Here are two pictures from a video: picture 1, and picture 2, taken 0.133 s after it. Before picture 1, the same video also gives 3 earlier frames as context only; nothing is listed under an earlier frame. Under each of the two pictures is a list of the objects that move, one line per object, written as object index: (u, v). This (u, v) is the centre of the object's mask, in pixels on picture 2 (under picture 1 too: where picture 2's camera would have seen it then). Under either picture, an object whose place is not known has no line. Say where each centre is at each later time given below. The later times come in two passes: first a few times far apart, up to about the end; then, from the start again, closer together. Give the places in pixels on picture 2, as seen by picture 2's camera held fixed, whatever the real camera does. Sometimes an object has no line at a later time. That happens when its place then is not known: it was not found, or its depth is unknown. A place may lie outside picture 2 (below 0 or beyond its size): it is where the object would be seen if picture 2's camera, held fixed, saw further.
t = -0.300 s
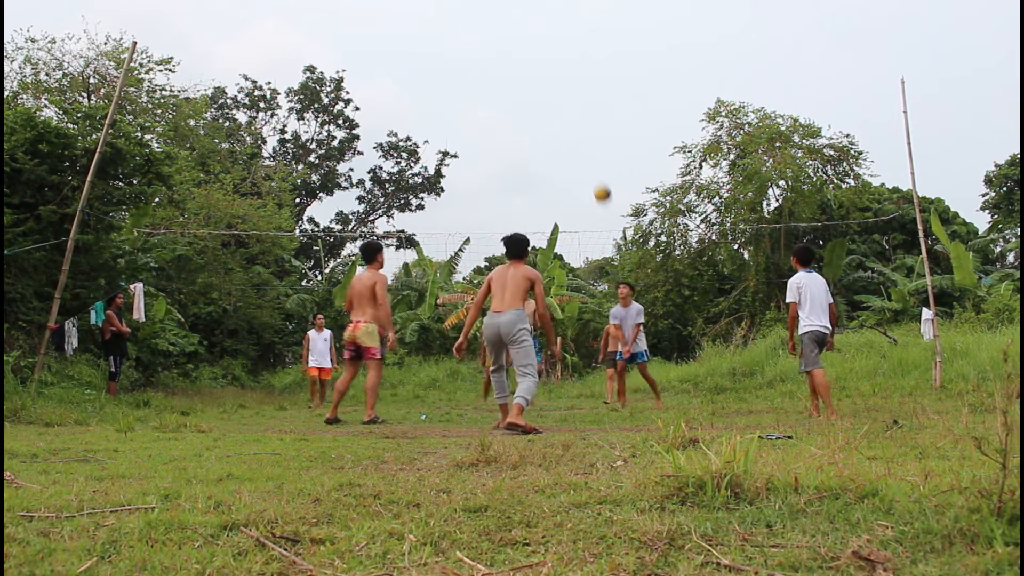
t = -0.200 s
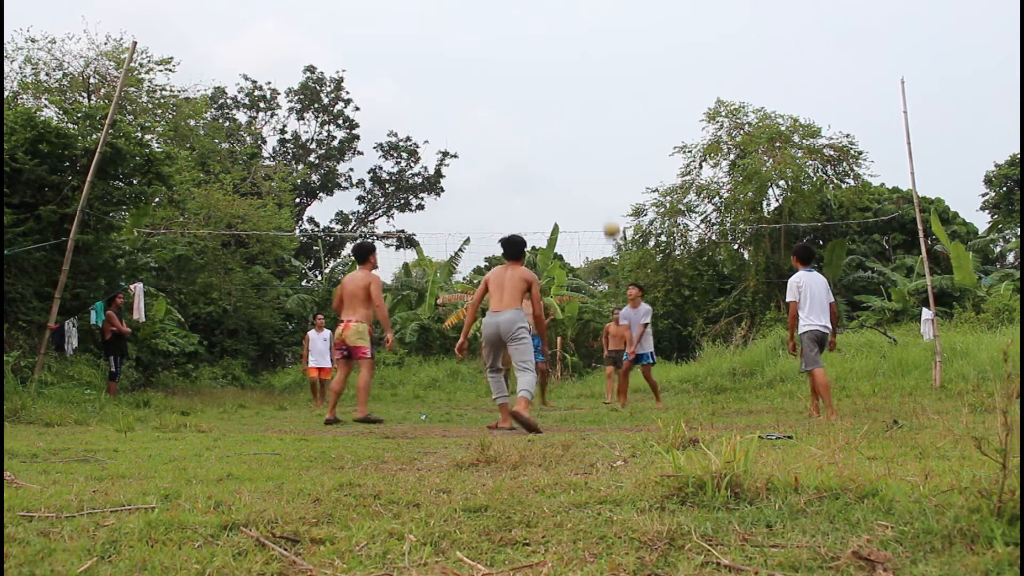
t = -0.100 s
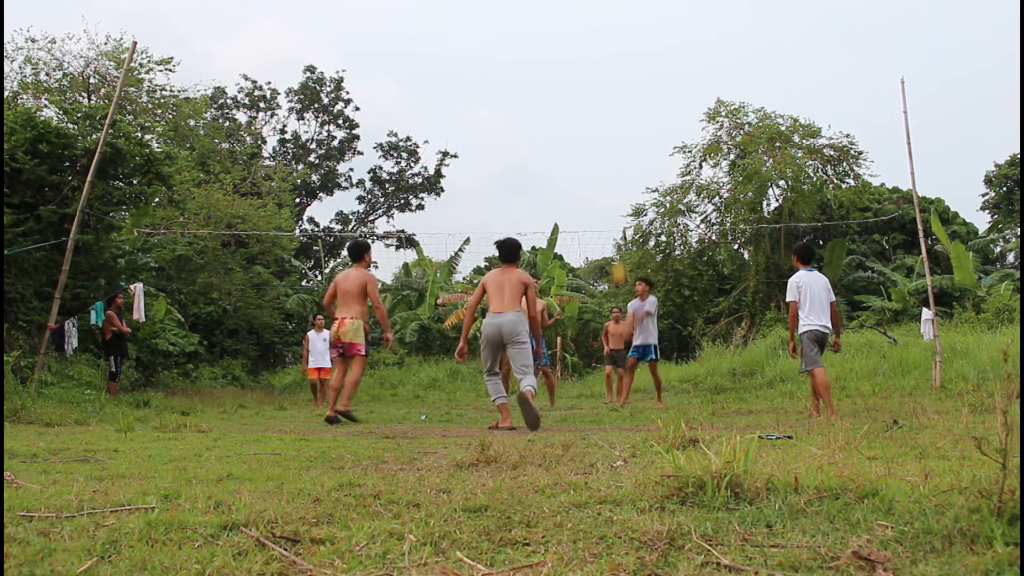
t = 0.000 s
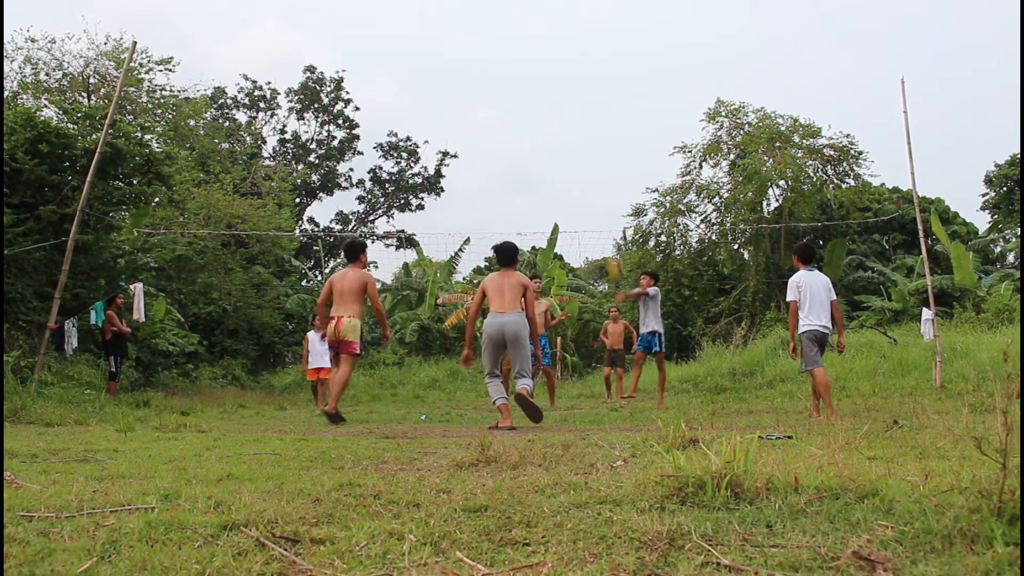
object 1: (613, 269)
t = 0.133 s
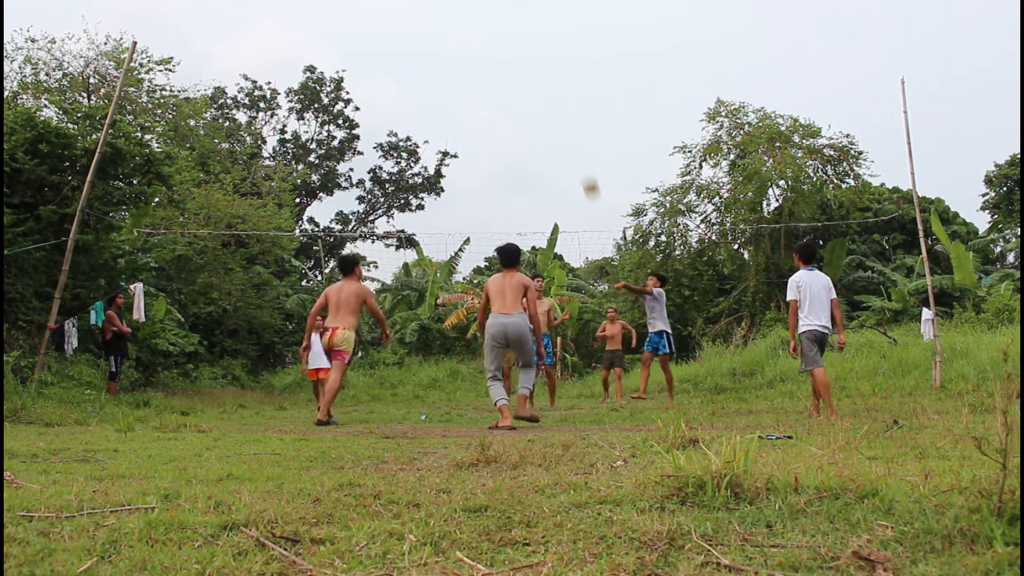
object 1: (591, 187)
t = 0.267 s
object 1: (567, 124)
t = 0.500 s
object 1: (527, 50)
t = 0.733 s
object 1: (490, 20)
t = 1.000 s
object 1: (448, 38)
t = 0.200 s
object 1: (578, 152)
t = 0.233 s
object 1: (573, 138)
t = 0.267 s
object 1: (567, 124)
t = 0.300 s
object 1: (561, 110)
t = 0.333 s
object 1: (555, 98)
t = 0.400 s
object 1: (544, 76)
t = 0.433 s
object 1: (538, 66)
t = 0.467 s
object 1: (533, 58)
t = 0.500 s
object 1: (527, 50)
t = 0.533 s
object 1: (522, 43)
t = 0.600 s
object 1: (511, 32)
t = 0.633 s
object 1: (505, 28)
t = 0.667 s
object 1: (500, 25)
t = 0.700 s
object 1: (495, 22)
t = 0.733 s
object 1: (490, 20)
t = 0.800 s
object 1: (479, 20)
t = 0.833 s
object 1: (474, 21)
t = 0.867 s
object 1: (469, 22)
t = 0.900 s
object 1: (463, 25)
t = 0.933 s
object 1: (458, 29)
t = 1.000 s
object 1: (448, 38)
